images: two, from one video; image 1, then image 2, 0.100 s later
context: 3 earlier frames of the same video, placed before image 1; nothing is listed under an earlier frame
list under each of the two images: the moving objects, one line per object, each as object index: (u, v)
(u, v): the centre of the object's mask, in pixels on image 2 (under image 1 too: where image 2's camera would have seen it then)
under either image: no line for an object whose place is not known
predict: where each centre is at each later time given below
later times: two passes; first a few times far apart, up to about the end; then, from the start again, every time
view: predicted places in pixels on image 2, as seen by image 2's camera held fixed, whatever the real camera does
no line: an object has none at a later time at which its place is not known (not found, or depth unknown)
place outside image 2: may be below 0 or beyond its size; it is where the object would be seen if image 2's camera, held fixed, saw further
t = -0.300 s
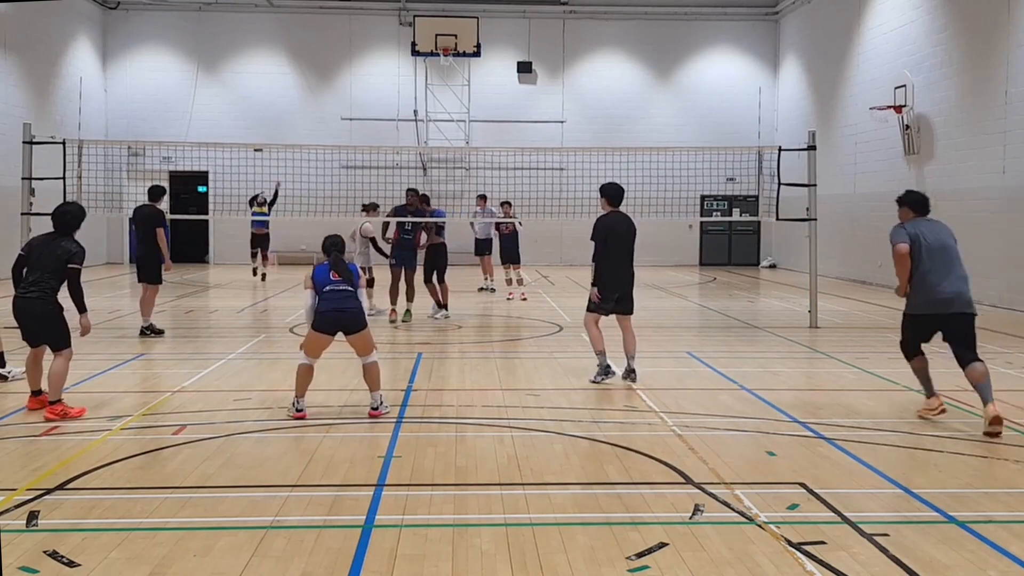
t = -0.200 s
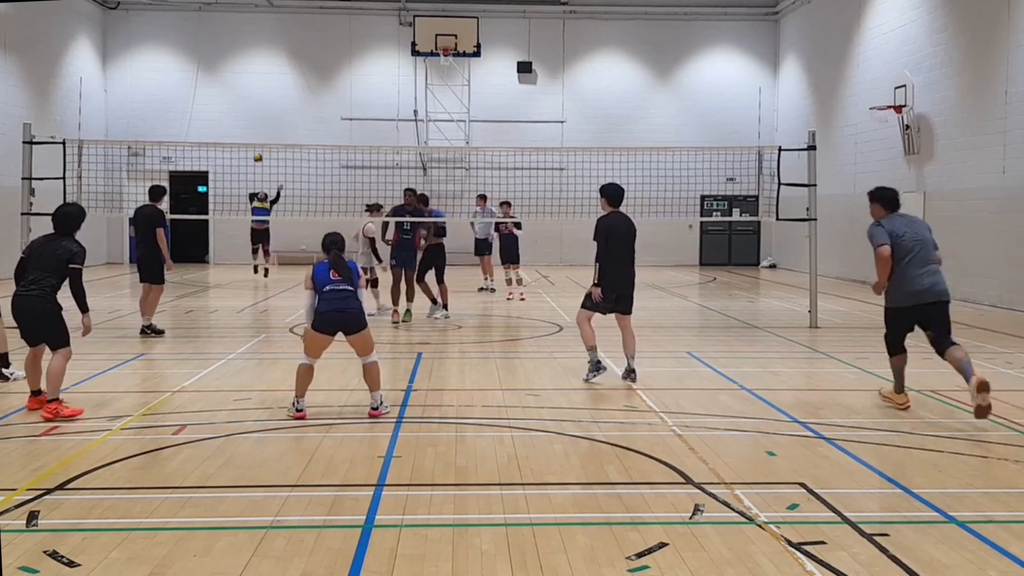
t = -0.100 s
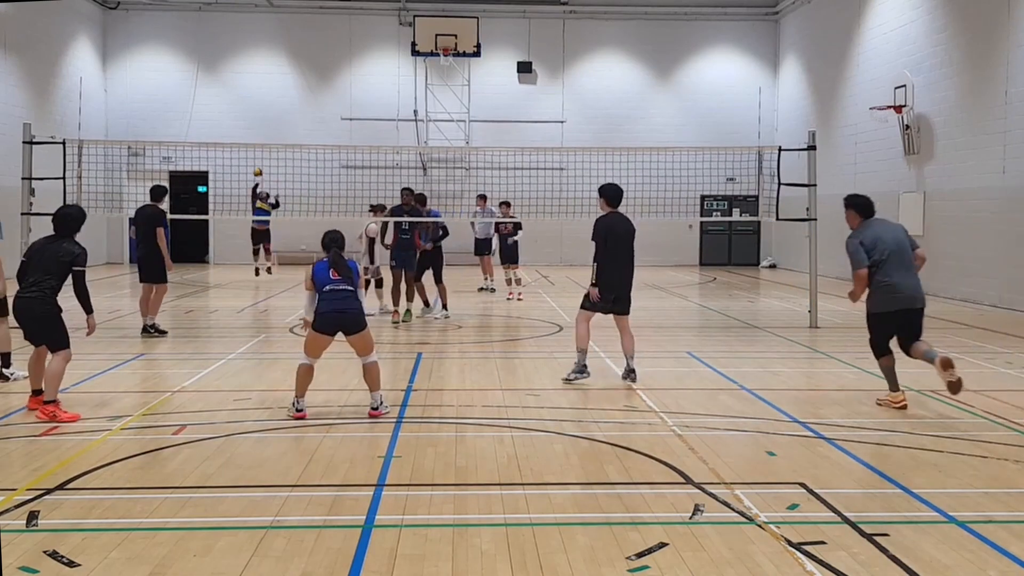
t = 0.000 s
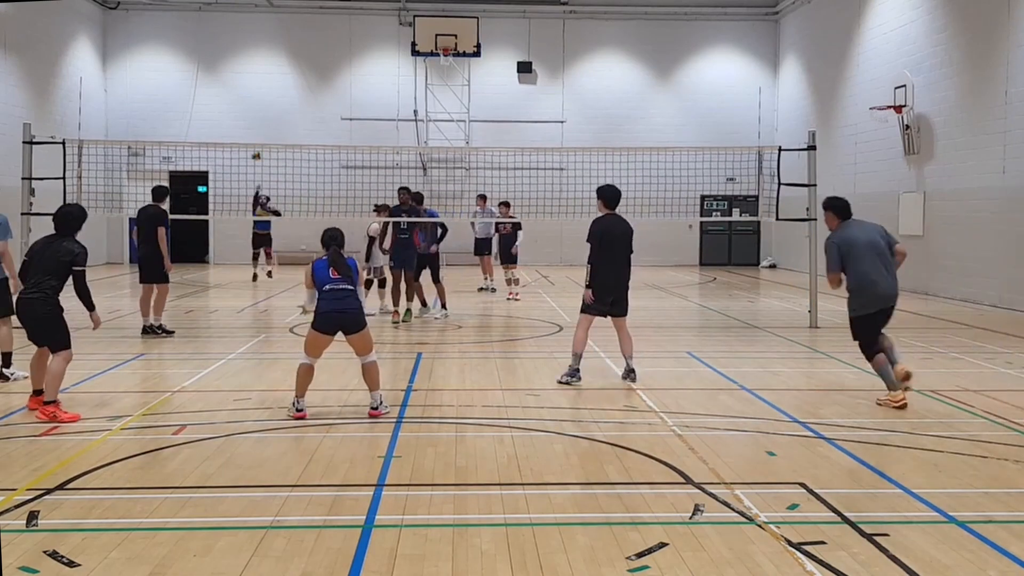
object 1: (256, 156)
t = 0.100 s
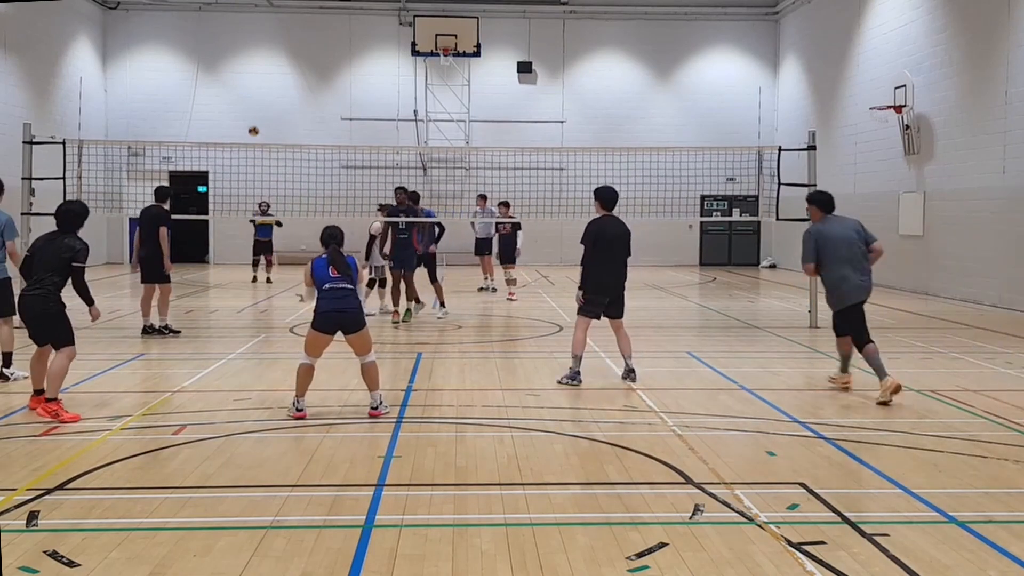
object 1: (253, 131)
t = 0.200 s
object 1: (250, 108)
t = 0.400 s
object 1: (239, 73)
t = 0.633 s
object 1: (220, 58)
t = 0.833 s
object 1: (194, 71)
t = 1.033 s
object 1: (154, 122)
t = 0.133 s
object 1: (253, 123)
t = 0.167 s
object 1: (252, 115)
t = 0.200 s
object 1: (250, 108)
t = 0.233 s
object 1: (248, 101)
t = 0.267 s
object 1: (247, 94)
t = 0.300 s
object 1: (245, 88)
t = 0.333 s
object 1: (243, 83)
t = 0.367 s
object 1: (241, 77)
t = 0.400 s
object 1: (239, 73)
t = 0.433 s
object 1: (236, 69)
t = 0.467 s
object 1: (234, 65)
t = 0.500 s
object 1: (231, 62)
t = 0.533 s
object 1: (229, 60)
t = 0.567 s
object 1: (226, 59)
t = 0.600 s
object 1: (223, 58)
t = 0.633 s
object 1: (220, 58)
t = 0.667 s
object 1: (216, 58)
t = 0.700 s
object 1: (213, 59)
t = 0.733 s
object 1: (208, 61)
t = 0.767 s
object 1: (204, 63)
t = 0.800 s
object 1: (199, 67)
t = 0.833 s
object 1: (194, 71)
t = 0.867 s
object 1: (188, 76)
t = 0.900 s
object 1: (182, 83)
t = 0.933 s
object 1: (175, 91)
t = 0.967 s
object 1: (169, 100)
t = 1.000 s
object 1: (161, 110)
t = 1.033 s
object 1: (154, 122)
